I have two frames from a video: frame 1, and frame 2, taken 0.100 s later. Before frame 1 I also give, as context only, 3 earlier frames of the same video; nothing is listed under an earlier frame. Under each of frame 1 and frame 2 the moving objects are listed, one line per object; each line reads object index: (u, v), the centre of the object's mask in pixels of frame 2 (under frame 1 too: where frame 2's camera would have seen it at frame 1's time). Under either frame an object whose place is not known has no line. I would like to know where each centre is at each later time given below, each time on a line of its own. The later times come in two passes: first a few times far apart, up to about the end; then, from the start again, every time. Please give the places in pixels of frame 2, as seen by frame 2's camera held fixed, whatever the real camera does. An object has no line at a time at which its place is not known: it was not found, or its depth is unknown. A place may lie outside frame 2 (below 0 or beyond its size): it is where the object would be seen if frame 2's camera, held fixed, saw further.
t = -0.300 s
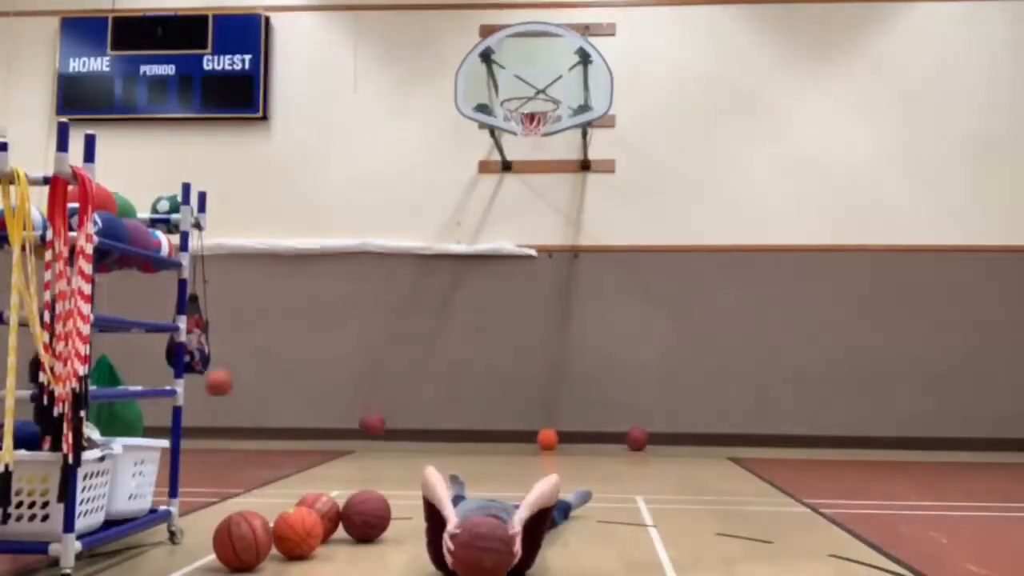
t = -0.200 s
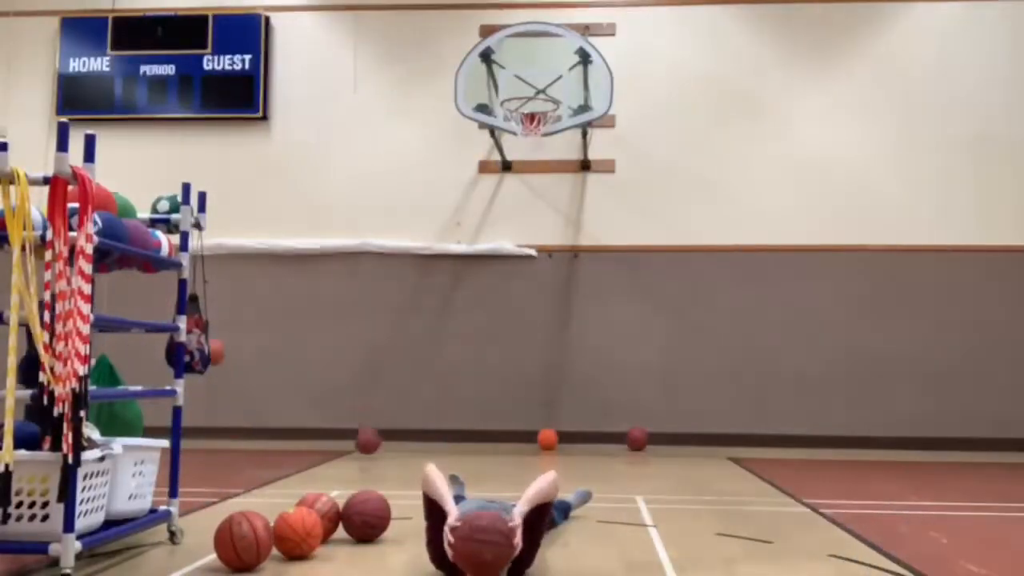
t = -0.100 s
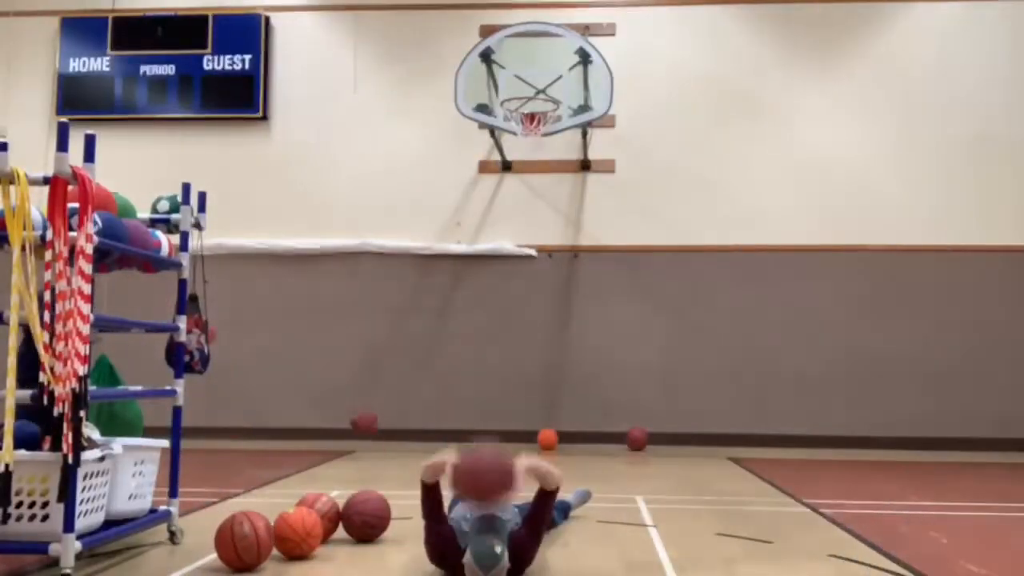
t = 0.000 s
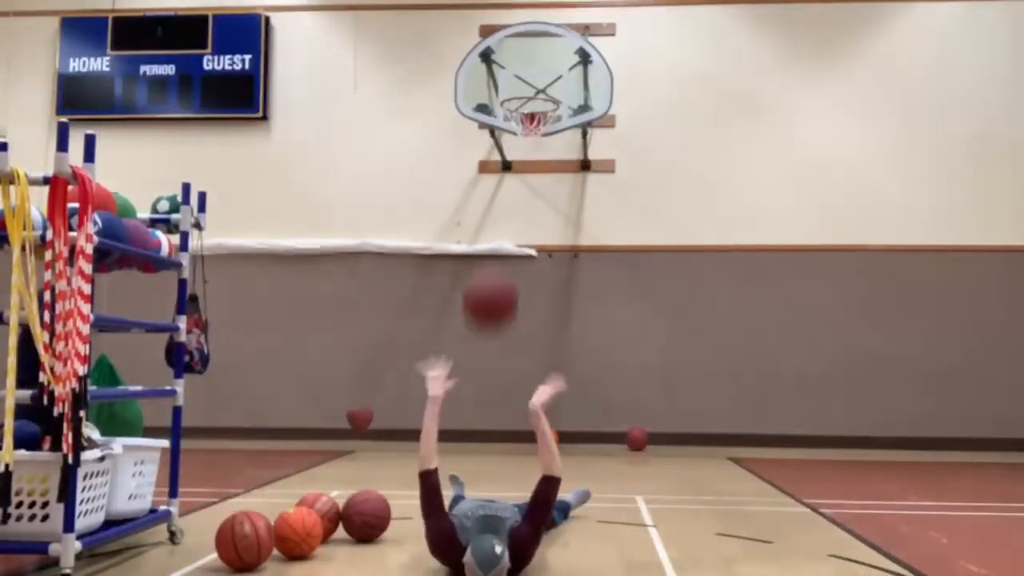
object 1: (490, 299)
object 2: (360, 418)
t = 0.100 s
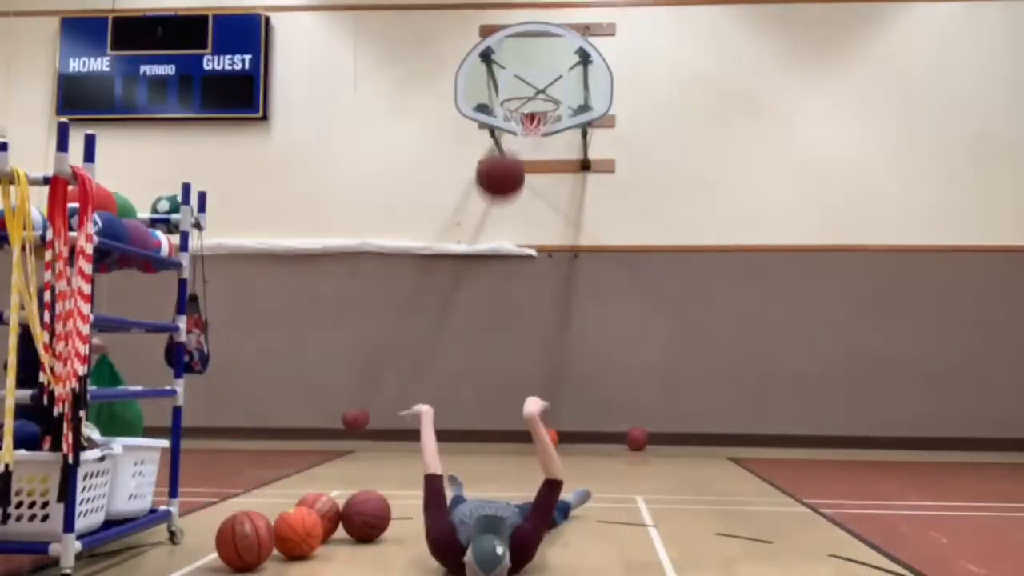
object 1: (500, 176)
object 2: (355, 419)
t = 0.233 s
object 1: (510, 80)
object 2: (349, 439)
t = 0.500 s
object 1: (520, 28)
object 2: (338, 431)
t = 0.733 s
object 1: (526, 67)
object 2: (325, 442)
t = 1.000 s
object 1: (529, 119)
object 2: (312, 450)
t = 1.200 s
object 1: (542, 179)
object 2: (302, 454)
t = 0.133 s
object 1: (503, 146)
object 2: (354, 422)
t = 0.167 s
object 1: (505, 120)
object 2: (353, 427)
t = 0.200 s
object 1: (508, 98)
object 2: (351, 434)
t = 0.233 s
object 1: (510, 80)
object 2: (349, 439)
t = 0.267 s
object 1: (512, 65)
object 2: (347, 448)
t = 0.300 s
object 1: (514, 53)
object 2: (346, 443)
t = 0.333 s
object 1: (515, 44)
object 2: (345, 438)
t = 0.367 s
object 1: (516, 37)
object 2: (343, 435)
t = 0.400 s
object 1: (517, 32)
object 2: (342, 433)
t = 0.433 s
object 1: (518, 29)
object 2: (341, 431)
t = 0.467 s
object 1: (519, 28)
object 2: (339, 431)
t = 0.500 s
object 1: (520, 28)
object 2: (338, 431)
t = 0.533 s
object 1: (521, 30)
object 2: (336, 433)
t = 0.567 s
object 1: (522, 33)
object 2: (333, 436)
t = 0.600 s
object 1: (523, 38)
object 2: (332, 440)
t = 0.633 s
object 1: (524, 44)
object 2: (330, 447)
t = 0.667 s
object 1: (525, 50)
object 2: (328, 450)
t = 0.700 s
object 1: (526, 58)
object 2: (327, 446)
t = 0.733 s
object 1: (526, 67)
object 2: (325, 442)
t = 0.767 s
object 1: (527, 77)
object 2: (324, 440)
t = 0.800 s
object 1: (528, 87)
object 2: (322, 440)
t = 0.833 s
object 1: (527, 96)
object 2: (321, 440)
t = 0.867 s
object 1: (526, 99)
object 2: (319, 441)
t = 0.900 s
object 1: (525, 102)
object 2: (317, 444)
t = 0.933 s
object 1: (523, 107)
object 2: (316, 449)
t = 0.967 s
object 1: (525, 113)
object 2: (313, 453)
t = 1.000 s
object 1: (529, 119)
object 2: (312, 450)
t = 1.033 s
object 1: (531, 129)
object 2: (310, 447)
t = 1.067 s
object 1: (534, 139)
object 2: (309, 445)
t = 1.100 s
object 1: (536, 149)
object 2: (308, 445)
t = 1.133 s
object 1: (538, 156)
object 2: (306, 446)
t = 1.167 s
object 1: (540, 167)
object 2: (304, 449)
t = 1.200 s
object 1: (542, 179)
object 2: (302, 454)
